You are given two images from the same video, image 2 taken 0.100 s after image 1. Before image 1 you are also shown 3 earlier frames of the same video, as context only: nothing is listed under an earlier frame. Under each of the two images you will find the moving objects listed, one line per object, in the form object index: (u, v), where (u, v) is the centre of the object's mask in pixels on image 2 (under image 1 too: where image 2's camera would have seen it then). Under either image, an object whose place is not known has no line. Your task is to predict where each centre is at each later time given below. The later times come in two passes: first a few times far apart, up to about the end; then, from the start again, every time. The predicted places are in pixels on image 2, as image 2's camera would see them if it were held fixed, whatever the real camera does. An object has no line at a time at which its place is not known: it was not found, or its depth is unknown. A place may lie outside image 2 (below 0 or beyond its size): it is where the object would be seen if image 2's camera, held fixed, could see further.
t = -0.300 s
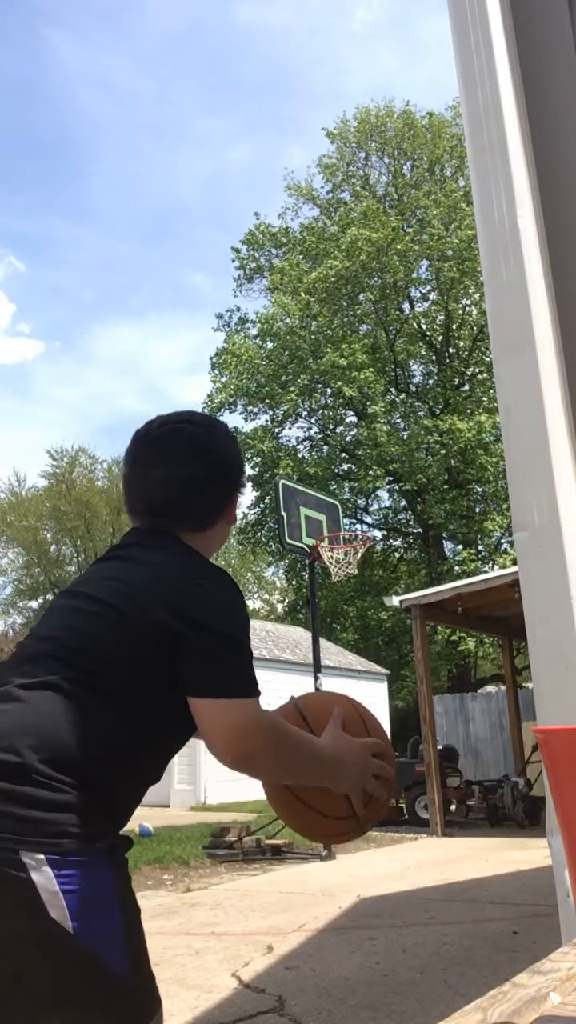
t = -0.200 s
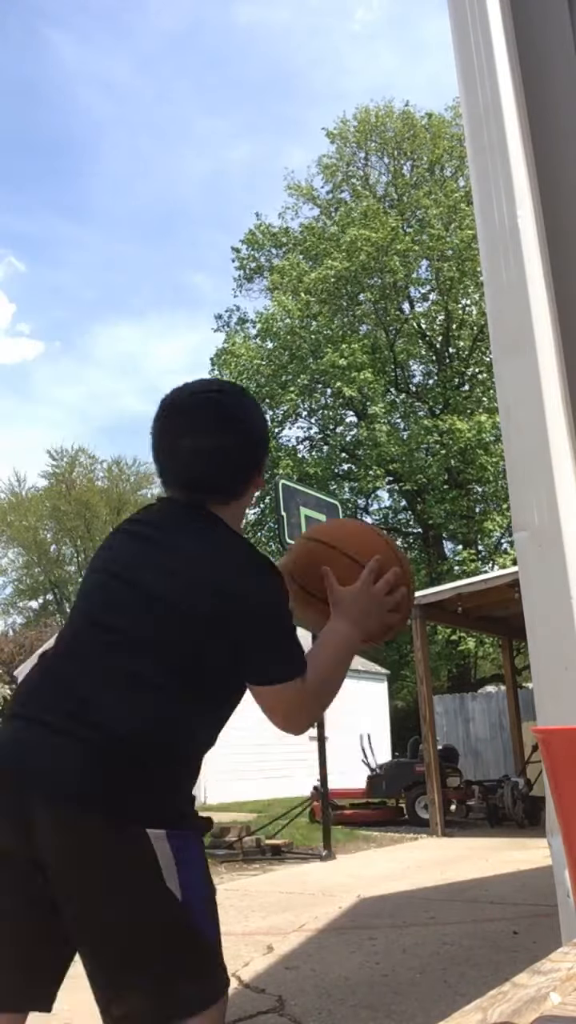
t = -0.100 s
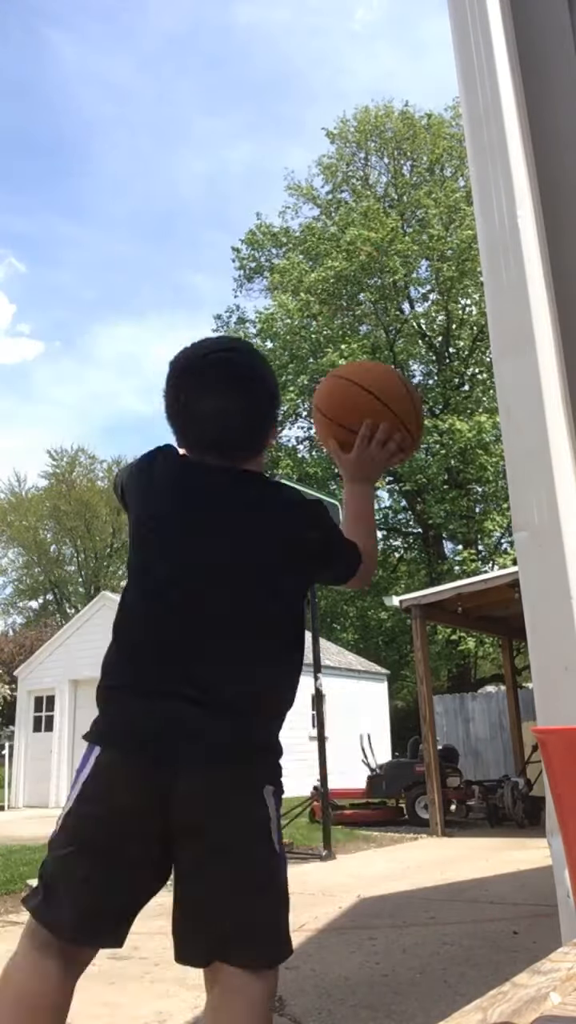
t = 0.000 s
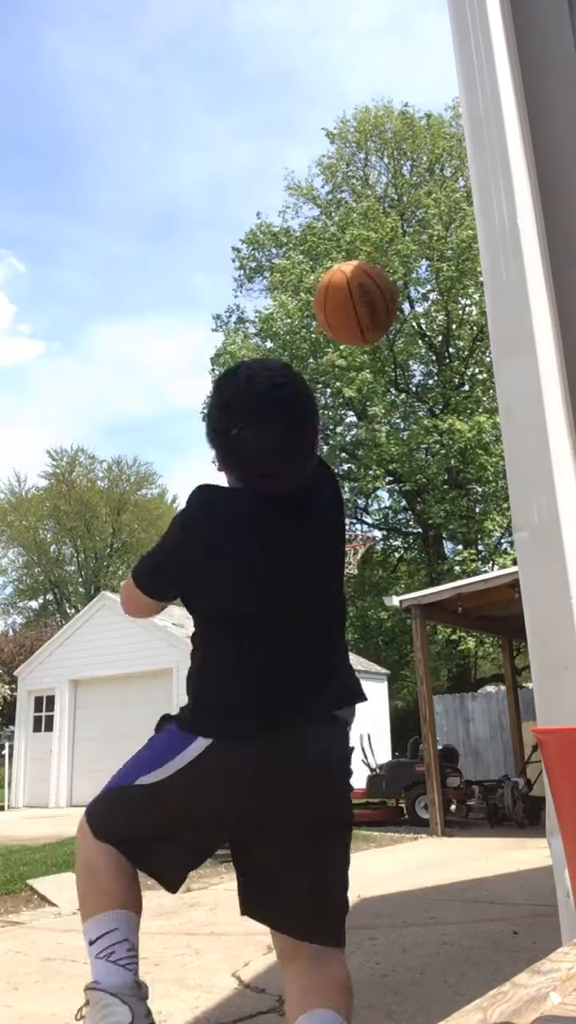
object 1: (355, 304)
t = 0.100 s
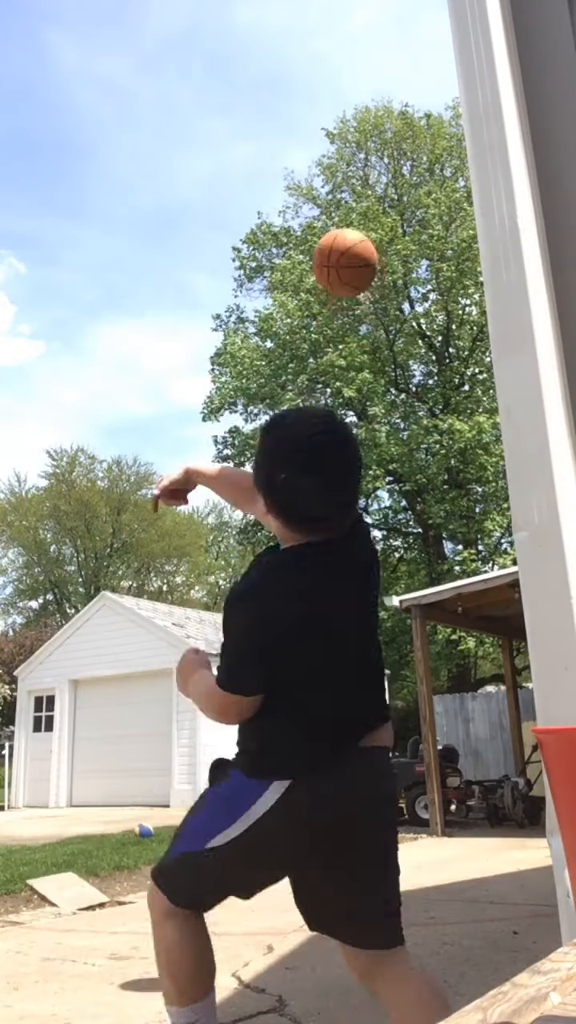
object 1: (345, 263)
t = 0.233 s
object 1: (339, 257)
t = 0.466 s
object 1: (336, 312)
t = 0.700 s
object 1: (338, 409)
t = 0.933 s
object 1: (342, 525)
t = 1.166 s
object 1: (332, 496)
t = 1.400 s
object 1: (316, 483)
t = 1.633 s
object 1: (301, 531)
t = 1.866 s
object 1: (288, 656)
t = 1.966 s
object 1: (282, 741)
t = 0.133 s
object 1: (343, 258)
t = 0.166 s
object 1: (341, 256)
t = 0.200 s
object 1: (340, 255)
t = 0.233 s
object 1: (339, 257)
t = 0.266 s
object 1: (338, 260)
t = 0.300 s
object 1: (337, 266)
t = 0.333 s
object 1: (336, 274)
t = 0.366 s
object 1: (336, 282)
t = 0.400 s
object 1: (335, 291)
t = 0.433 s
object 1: (335, 301)
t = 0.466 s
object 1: (336, 312)
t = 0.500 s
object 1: (336, 324)
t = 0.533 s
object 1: (336, 336)
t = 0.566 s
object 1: (337, 350)
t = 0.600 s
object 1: (337, 364)
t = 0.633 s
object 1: (336, 379)
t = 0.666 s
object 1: (338, 395)
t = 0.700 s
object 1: (338, 409)
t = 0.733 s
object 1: (338, 426)
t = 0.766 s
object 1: (339, 443)
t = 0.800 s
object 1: (340, 460)
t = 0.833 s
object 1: (340, 478)
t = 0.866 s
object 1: (341, 497)
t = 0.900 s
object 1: (341, 517)
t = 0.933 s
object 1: (342, 525)
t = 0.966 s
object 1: (345, 528)
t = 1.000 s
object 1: (346, 538)
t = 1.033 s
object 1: (342, 526)
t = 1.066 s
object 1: (340, 519)
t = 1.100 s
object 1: (338, 510)
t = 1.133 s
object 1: (335, 502)
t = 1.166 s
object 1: (332, 496)
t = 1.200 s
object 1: (331, 490)
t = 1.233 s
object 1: (328, 486)
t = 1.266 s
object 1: (325, 483)
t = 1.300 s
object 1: (323, 481)
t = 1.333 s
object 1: (321, 480)
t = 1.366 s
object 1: (319, 481)
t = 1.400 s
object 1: (316, 483)
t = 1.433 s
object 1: (314, 485)
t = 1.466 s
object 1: (313, 489)
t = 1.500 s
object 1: (310, 495)
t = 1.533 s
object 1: (308, 502)
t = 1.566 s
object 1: (305, 510)
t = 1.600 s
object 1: (304, 519)
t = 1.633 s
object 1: (301, 531)
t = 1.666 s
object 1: (299, 545)
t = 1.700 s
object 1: (297, 558)
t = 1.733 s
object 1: (295, 574)
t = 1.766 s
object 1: (294, 593)
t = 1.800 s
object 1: (292, 612)
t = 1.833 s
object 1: (290, 633)
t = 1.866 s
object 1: (288, 656)
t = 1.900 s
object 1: (286, 682)
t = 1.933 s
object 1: (284, 711)
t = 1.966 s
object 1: (282, 741)
